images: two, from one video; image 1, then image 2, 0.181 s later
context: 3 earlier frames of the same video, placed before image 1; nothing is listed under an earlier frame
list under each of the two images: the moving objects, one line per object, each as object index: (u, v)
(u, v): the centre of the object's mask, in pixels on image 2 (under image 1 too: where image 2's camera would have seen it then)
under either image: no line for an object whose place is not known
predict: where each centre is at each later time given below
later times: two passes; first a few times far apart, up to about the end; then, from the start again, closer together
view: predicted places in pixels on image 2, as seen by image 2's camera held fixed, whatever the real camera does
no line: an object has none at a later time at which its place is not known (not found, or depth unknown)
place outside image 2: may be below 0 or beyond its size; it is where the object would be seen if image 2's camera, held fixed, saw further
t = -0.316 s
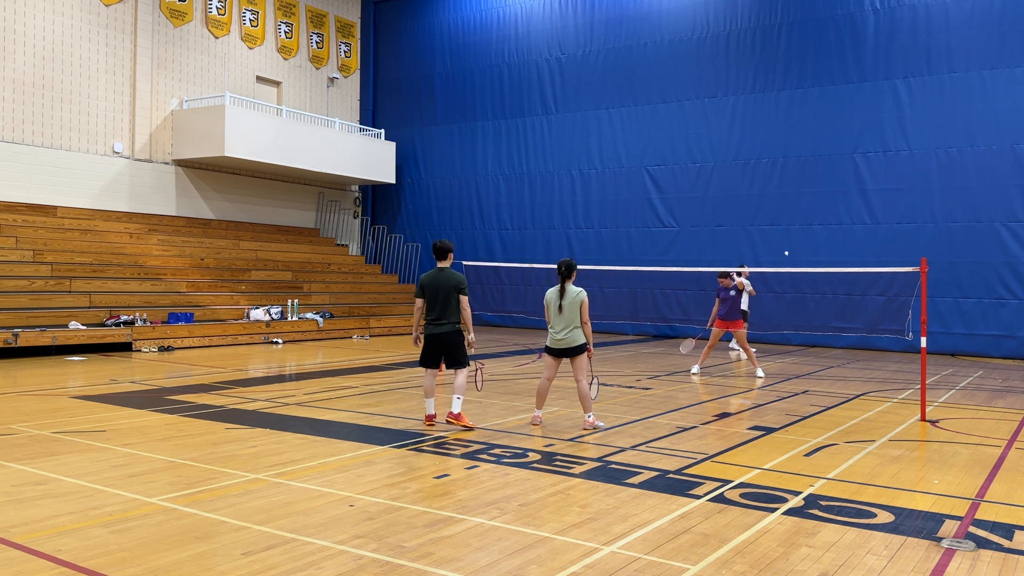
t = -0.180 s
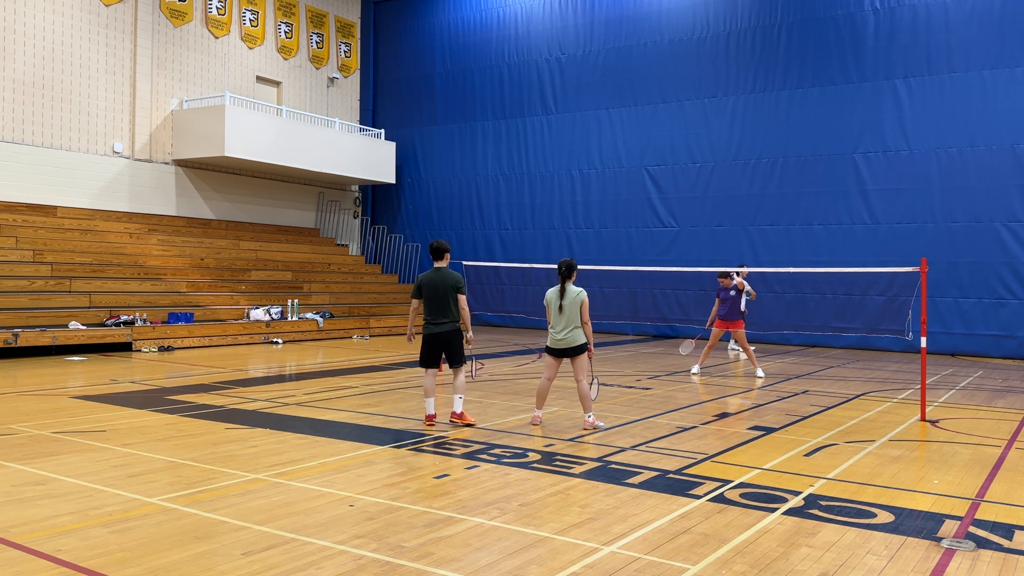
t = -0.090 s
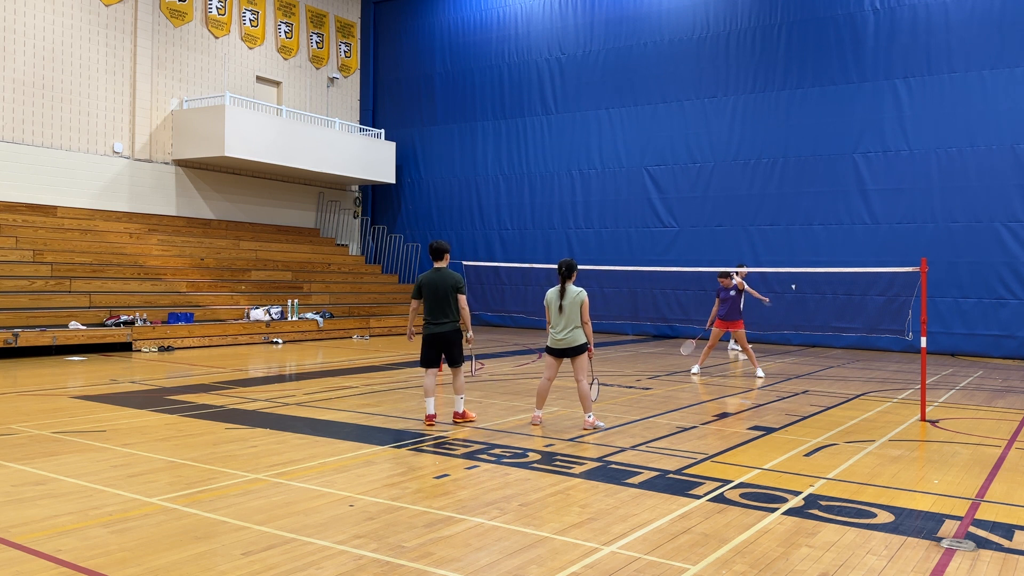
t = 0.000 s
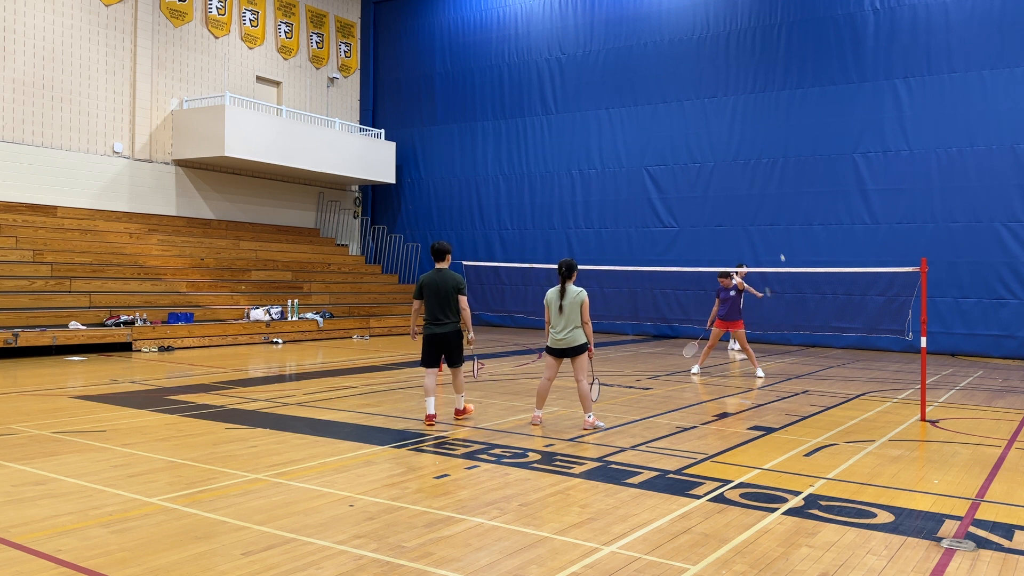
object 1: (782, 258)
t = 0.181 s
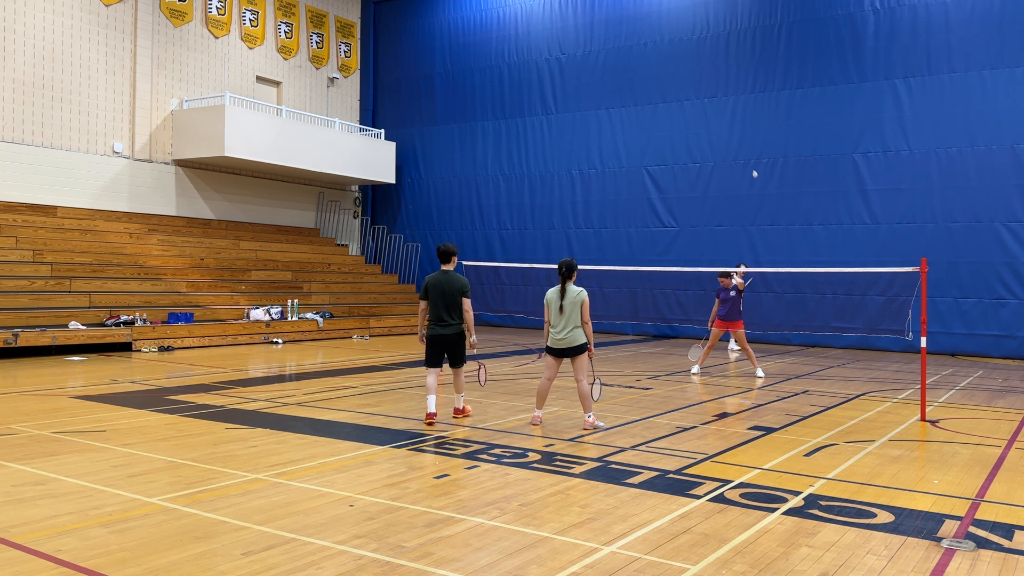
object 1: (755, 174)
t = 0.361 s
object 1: (727, 113)
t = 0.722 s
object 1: (680, 86)
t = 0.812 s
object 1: (664, 97)
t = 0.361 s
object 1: (727, 113)
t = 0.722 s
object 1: (680, 86)
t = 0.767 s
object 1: (670, 92)
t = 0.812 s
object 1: (664, 97)
